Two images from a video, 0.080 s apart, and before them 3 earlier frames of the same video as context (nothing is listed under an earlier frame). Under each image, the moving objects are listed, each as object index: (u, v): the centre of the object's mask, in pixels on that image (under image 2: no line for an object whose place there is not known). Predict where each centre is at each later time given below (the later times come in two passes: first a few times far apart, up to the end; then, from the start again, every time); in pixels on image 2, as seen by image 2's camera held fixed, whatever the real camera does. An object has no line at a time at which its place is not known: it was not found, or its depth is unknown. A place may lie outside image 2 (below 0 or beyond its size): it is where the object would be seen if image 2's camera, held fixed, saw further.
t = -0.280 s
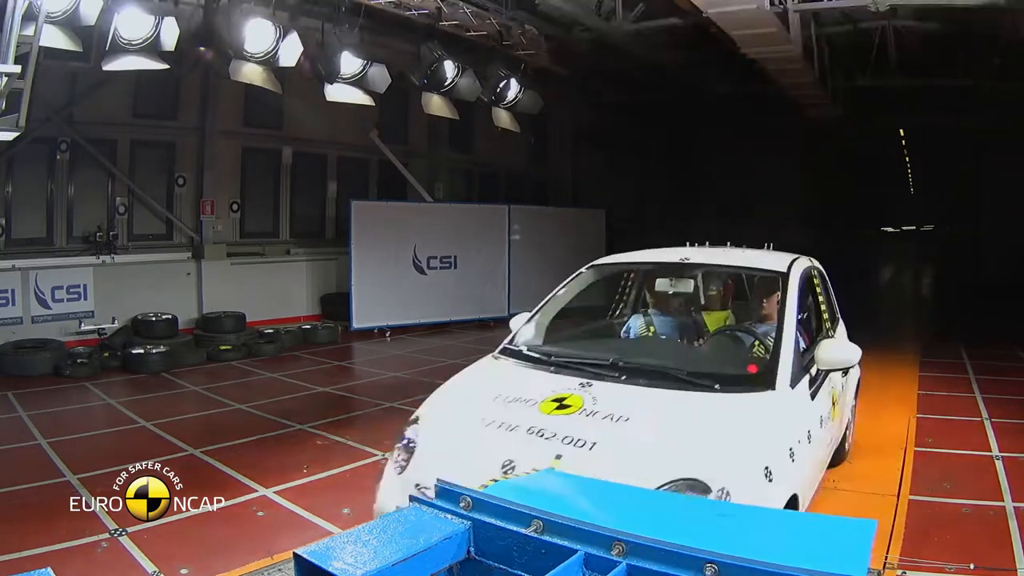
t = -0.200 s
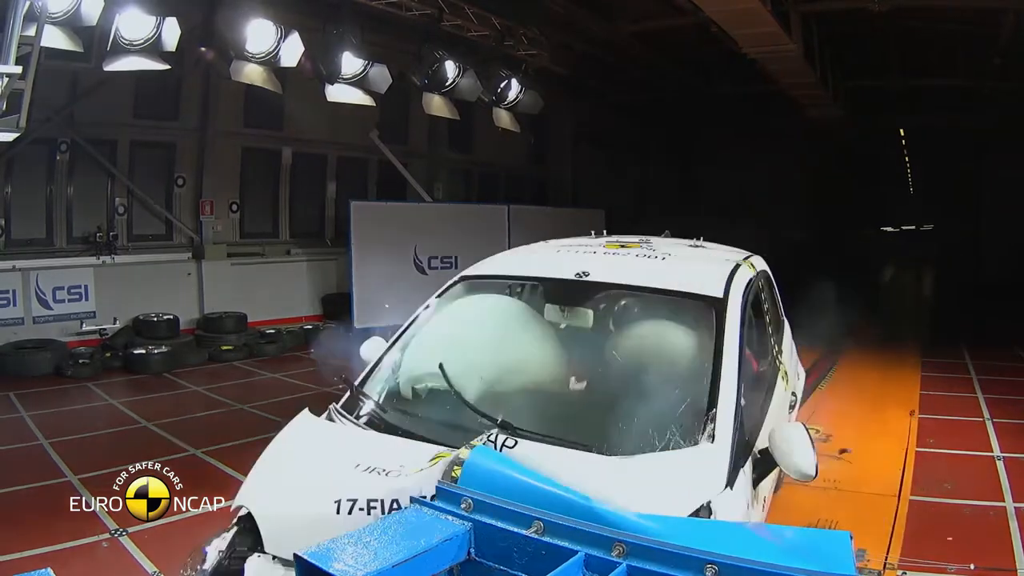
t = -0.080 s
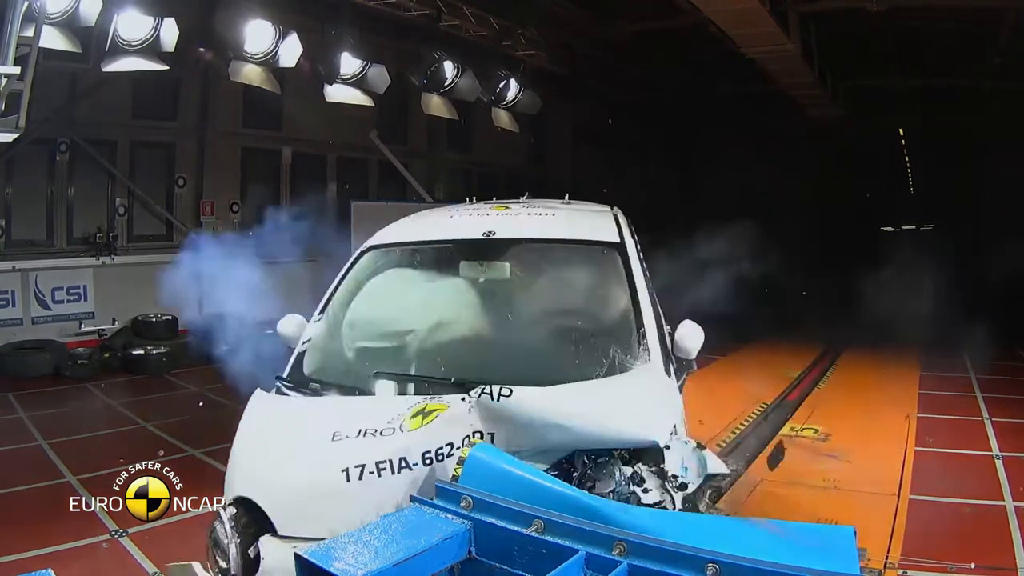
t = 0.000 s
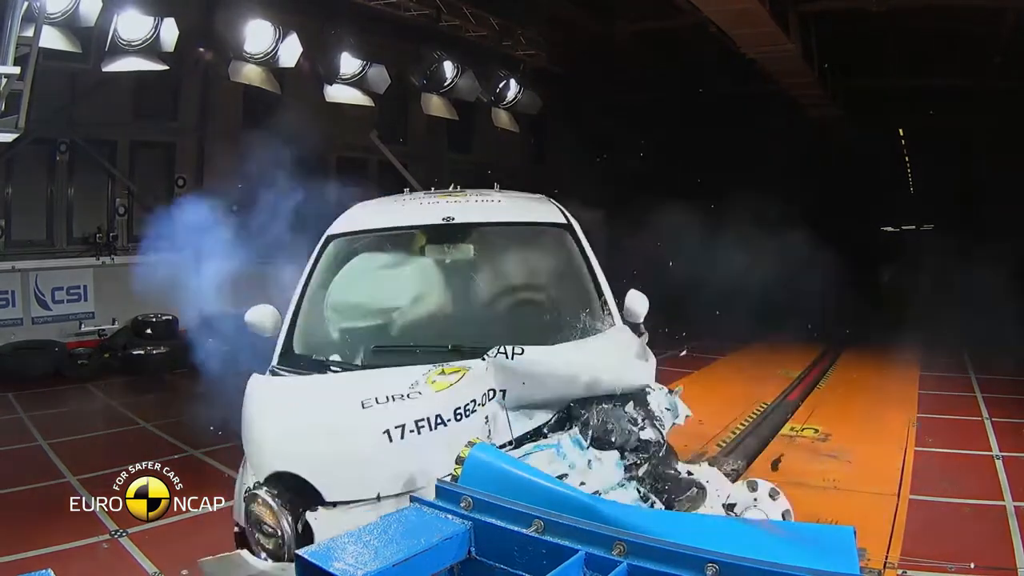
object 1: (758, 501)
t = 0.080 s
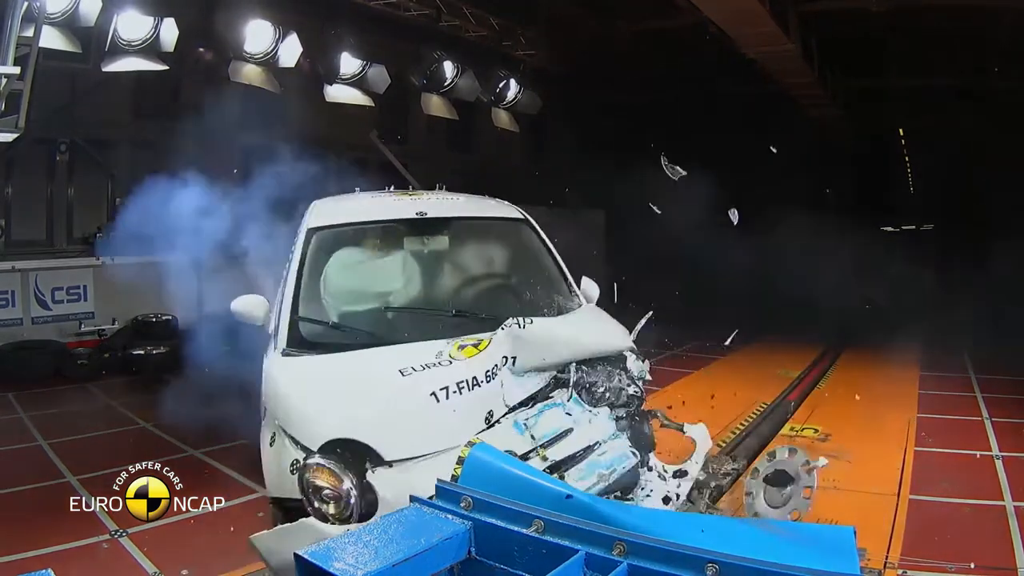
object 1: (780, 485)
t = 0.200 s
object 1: (795, 459)
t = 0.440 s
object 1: (791, 480)
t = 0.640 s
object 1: (796, 483)
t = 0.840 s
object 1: (816, 482)
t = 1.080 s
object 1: (830, 485)
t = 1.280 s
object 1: (835, 488)
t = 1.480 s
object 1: (831, 505)
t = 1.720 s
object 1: (836, 509)
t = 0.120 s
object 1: (789, 474)
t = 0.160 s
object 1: (794, 464)
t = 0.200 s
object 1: (795, 459)
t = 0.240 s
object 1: (794, 458)
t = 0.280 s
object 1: (794, 460)
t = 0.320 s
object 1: (794, 464)
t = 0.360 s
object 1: (795, 468)
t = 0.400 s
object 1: (794, 474)
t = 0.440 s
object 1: (791, 480)
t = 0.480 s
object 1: (788, 489)
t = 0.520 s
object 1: (786, 491)
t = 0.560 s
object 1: (790, 483)
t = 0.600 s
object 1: (792, 482)
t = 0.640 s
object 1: (796, 483)
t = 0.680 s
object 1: (800, 483)
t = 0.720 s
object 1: (804, 482)
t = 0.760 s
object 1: (809, 482)
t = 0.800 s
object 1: (814, 482)
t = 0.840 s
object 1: (816, 482)
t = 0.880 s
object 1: (820, 482)
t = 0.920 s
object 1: (823, 482)
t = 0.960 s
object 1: (826, 482)
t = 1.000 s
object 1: (828, 484)
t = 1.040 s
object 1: (829, 485)
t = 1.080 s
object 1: (830, 485)
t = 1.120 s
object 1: (831, 486)
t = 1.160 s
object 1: (831, 487)
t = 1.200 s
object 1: (832, 487)
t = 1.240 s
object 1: (834, 487)
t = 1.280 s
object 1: (835, 488)
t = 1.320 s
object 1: (836, 491)
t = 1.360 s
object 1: (837, 494)
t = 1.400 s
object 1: (837, 498)
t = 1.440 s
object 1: (835, 502)
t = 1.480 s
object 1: (831, 505)
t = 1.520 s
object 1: (832, 507)
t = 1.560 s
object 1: (834, 508)
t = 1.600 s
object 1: (835, 509)
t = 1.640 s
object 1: (835, 508)
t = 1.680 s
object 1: (835, 508)
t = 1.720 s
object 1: (836, 509)
